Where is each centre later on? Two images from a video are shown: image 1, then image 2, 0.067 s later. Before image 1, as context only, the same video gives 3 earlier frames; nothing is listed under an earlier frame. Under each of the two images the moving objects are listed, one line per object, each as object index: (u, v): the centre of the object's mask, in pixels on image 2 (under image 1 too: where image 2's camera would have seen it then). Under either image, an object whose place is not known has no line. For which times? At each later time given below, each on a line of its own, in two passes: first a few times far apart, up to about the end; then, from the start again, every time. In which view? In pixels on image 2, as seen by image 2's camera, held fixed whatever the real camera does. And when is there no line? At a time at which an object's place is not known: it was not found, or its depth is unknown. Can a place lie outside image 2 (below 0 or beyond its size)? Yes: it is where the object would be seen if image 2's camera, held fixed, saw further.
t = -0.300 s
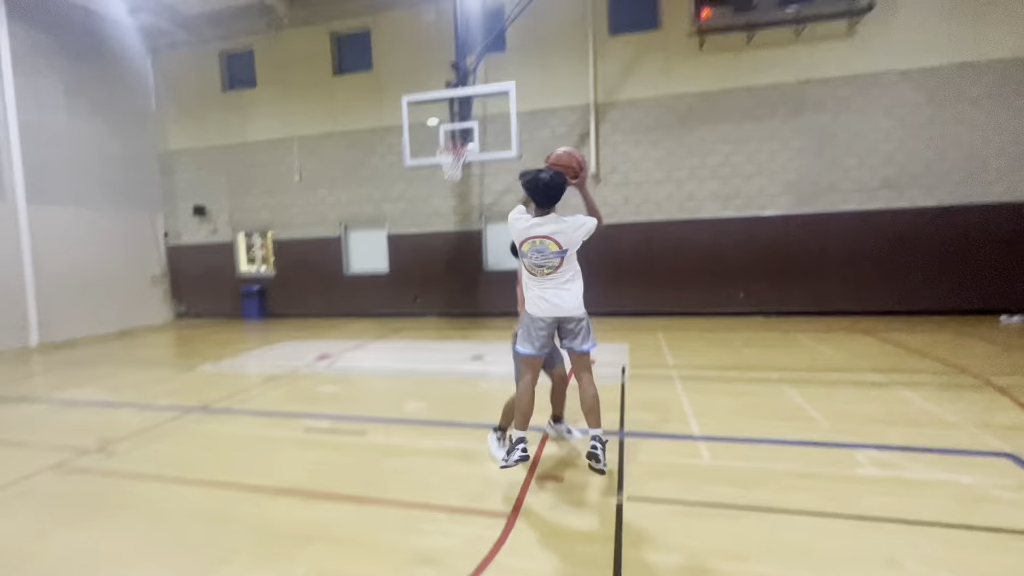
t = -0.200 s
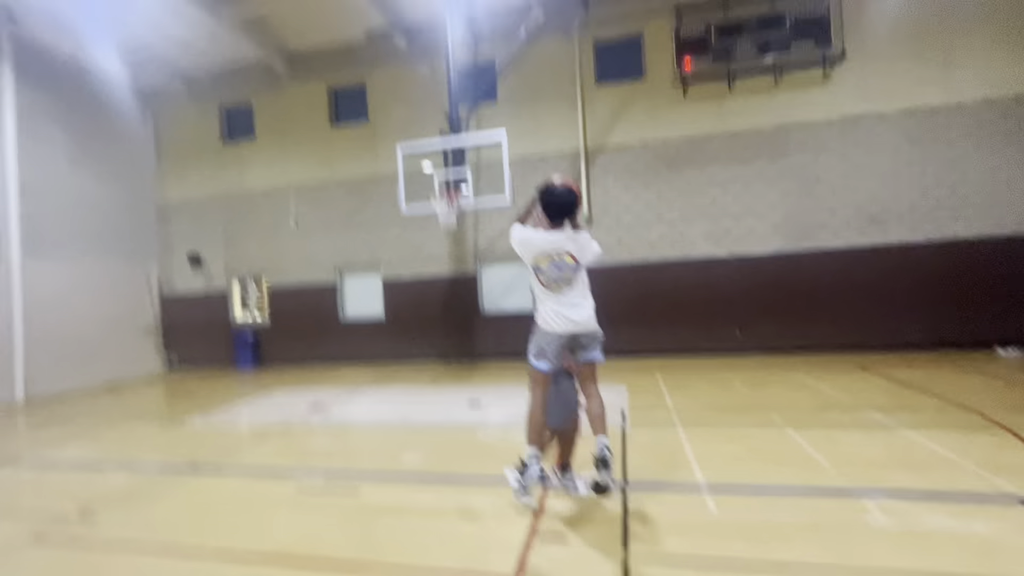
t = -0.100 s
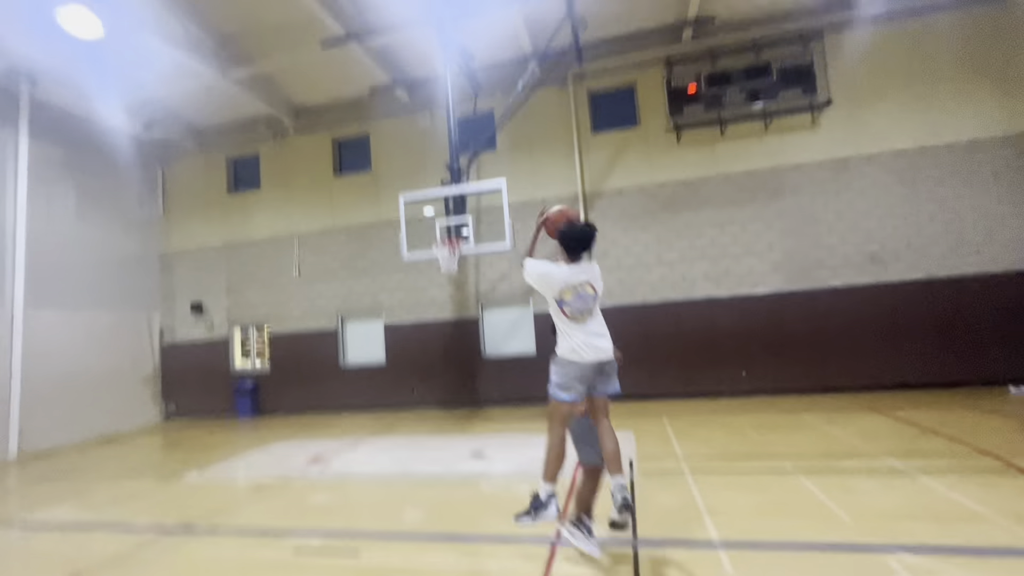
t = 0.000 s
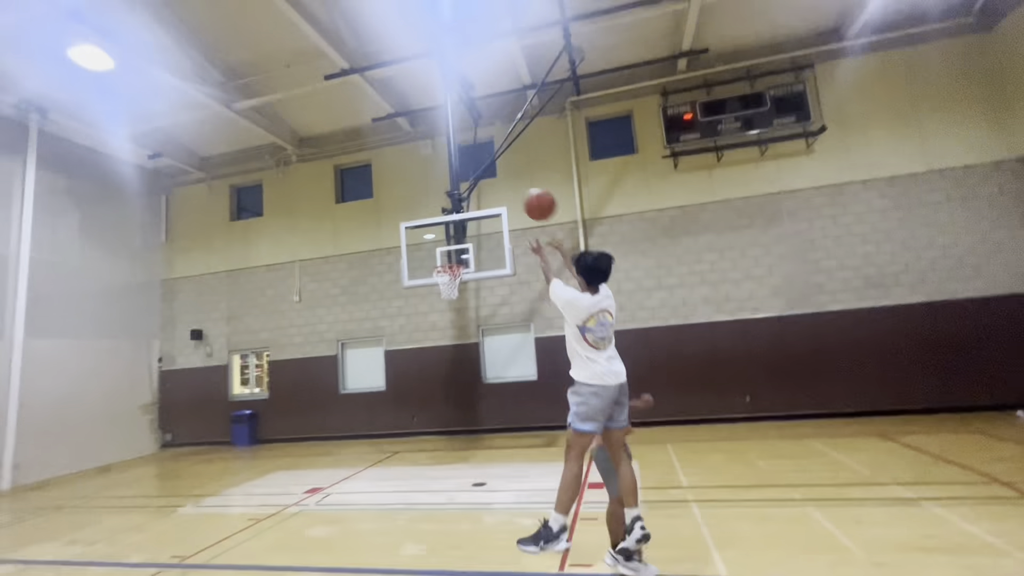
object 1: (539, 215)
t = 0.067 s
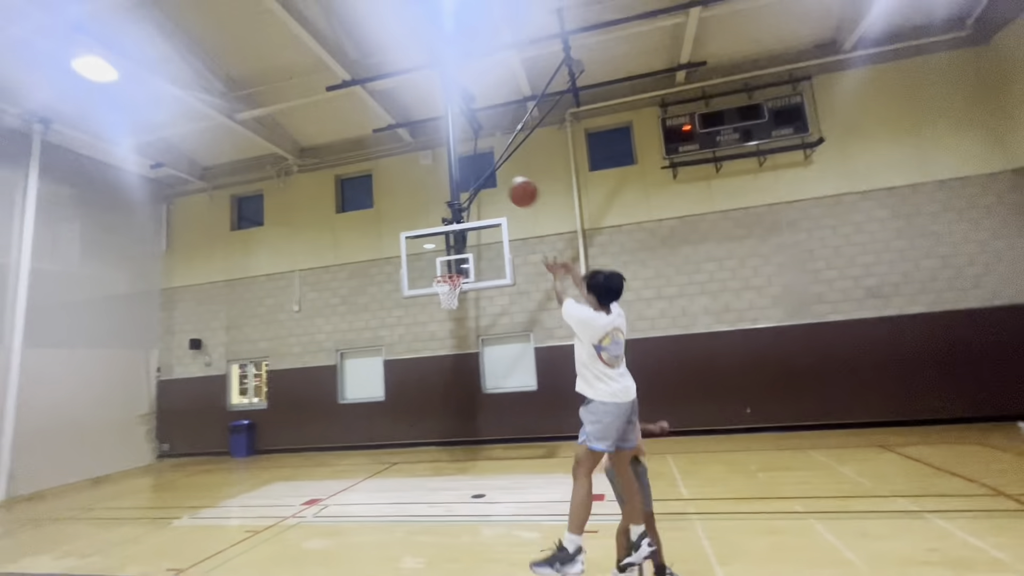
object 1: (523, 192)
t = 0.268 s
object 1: (489, 166)
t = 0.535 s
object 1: (466, 188)
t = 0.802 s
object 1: (451, 247)
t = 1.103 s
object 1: (452, 298)
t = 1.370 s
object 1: (459, 358)
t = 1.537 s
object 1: (464, 418)
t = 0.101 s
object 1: (516, 184)
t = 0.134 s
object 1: (509, 177)
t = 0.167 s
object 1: (503, 172)
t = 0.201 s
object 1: (498, 169)
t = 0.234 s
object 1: (494, 167)
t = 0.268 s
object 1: (489, 166)
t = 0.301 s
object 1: (485, 166)
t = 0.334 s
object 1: (482, 168)
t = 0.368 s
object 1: (479, 169)
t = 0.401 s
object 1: (476, 171)
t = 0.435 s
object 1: (473, 175)
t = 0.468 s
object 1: (470, 179)
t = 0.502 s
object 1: (468, 183)
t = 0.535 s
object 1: (466, 188)
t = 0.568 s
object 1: (464, 195)
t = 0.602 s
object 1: (461, 201)
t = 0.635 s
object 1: (459, 208)
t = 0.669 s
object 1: (457, 214)
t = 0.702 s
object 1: (455, 221)
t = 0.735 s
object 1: (454, 231)
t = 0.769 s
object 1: (452, 240)
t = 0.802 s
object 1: (451, 247)
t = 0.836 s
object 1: (450, 256)
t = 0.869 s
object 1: (448, 266)
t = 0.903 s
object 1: (447, 276)
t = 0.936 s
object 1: (449, 280)
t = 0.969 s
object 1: (449, 282)
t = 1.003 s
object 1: (451, 283)
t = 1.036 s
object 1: (450, 292)
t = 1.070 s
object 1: (451, 298)
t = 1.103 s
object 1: (452, 298)
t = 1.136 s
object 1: (452, 303)
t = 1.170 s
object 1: (453, 308)
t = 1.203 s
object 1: (454, 315)
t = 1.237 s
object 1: (455, 322)
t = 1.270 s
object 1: (456, 329)
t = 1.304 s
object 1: (457, 338)
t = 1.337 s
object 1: (458, 347)
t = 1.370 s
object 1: (459, 358)
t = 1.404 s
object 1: (460, 368)
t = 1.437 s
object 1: (460, 379)
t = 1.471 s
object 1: (462, 392)
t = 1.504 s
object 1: (463, 405)
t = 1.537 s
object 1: (464, 418)
